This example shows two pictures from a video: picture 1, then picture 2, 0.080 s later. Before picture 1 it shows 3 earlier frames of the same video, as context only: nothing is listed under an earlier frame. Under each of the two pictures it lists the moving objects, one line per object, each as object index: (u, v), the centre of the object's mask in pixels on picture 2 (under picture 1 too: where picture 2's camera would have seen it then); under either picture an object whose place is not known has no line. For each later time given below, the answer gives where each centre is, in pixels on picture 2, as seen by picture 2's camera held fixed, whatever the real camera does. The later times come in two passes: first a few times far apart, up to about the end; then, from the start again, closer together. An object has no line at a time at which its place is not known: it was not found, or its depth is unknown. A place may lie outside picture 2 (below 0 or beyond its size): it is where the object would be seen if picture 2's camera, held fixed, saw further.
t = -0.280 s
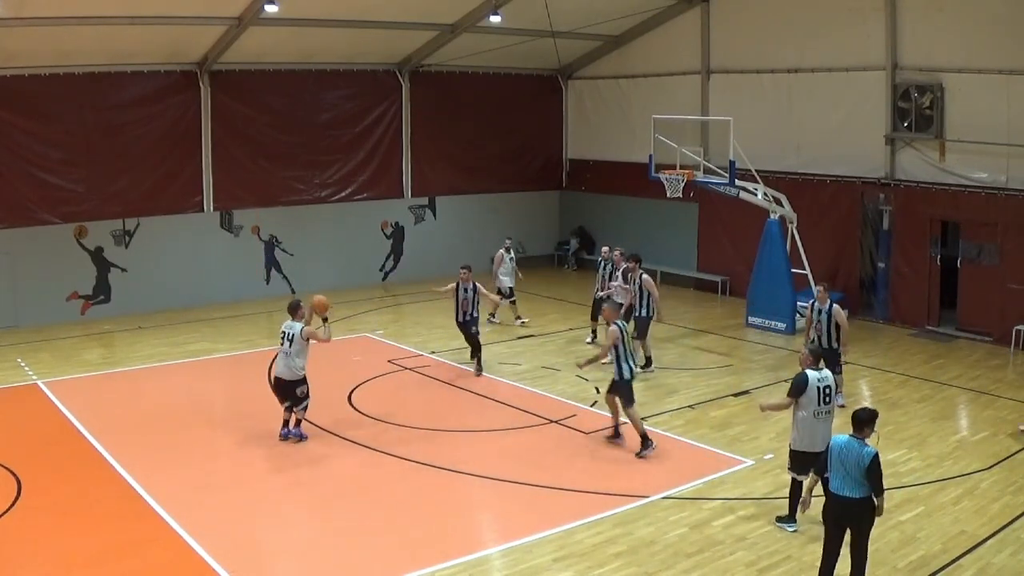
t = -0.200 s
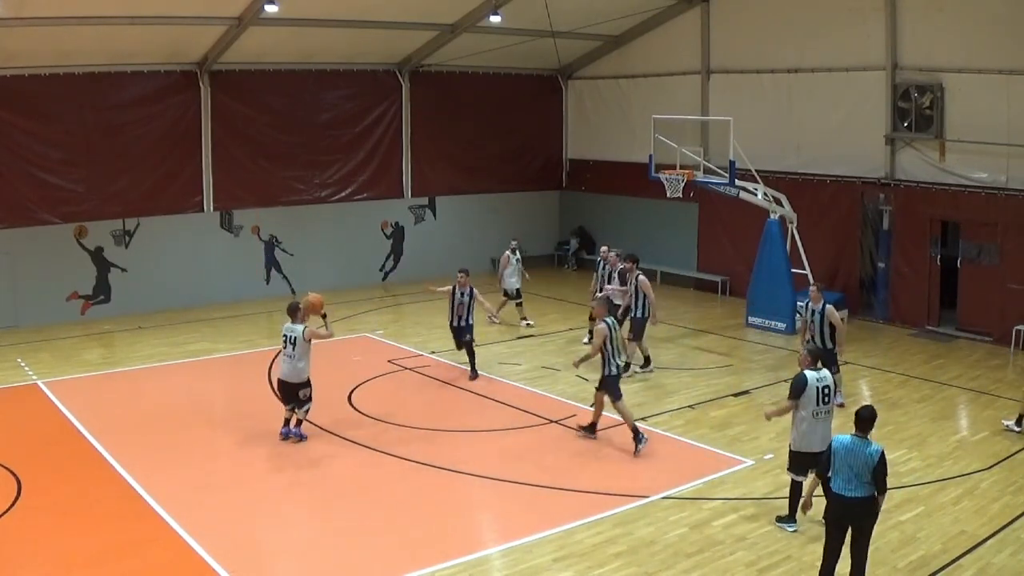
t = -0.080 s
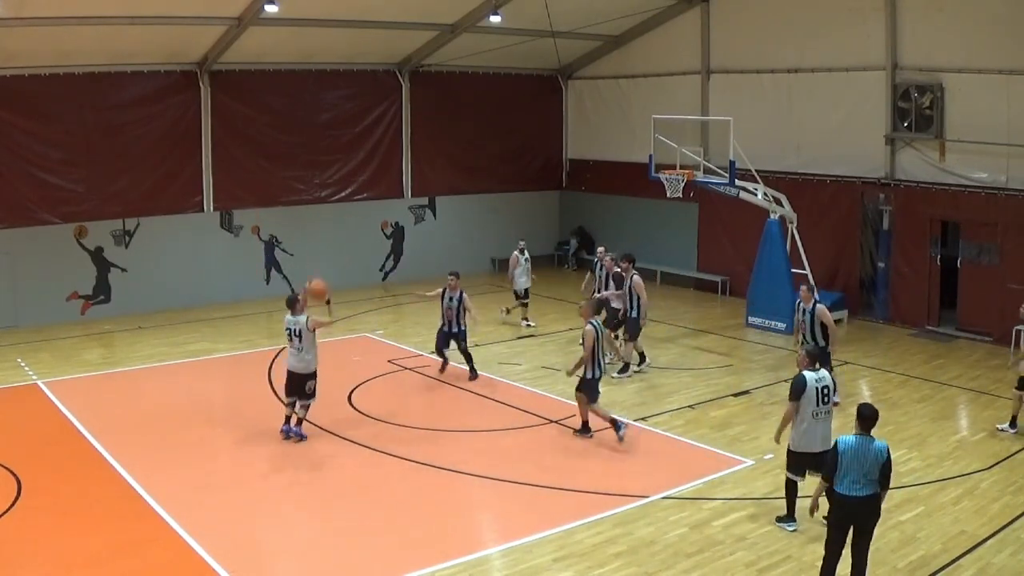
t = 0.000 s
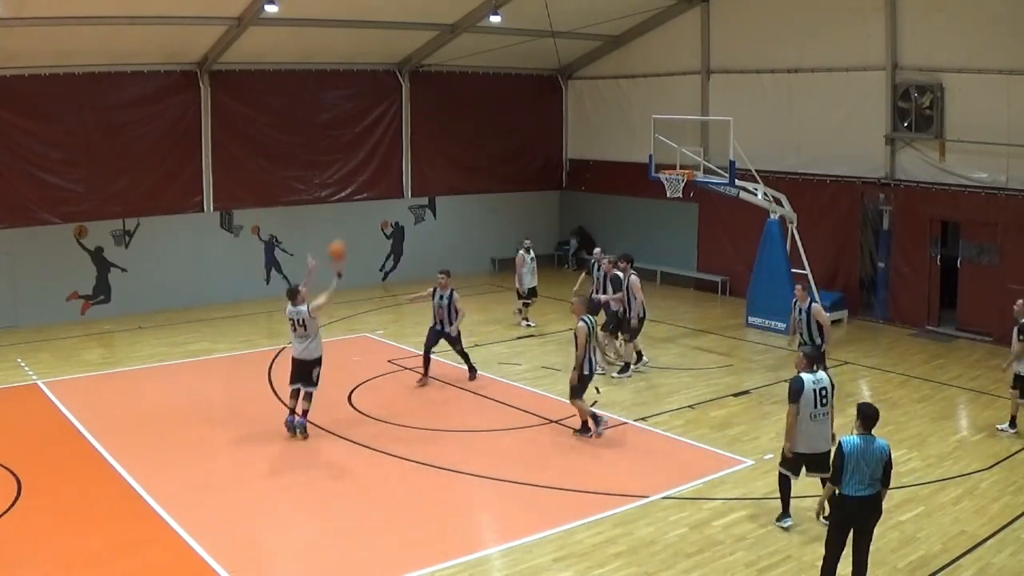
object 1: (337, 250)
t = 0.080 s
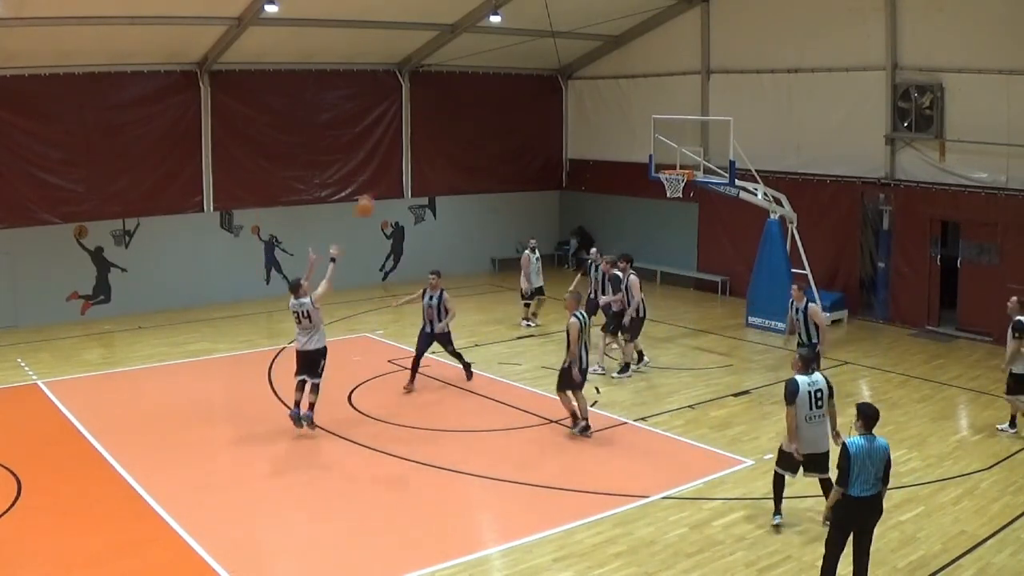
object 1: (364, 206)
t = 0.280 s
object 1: (430, 124)
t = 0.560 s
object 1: (511, 69)
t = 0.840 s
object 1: (581, 72)
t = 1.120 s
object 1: (642, 123)
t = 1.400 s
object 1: (671, 171)
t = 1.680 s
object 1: (668, 193)
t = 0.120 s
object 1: (378, 187)
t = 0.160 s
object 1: (391, 169)
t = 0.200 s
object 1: (404, 152)
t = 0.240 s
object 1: (418, 138)
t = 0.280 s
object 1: (430, 124)
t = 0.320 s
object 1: (442, 113)
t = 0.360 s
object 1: (454, 102)
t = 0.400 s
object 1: (467, 93)
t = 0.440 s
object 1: (478, 85)
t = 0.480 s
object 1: (490, 79)
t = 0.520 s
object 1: (501, 73)
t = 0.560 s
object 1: (511, 69)
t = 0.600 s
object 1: (522, 66)
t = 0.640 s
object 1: (533, 65)
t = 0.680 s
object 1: (543, 64)
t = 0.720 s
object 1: (553, 65)
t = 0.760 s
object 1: (563, 67)
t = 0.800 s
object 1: (572, 68)
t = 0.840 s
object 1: (581, 72)
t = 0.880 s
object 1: (591, 76)
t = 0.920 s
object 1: (600, 82)
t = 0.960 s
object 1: (609, 90)
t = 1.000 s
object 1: (618, 96)
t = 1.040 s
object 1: (626, 104)
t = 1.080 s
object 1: (634, 113)
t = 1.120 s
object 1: (642, 123)
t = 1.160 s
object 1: (651, 134)
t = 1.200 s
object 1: (658, 146)
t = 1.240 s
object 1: (665, 157)
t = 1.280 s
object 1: (671, 166)
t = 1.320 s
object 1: (676, 167)
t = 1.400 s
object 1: (671, 171)
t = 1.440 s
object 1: (663, 181)
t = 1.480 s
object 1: (663, 184)
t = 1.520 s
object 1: (663, 185)
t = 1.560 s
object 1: (664, 186)
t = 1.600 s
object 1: (664, 187)
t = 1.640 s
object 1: (667, 189)
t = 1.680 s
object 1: (668, 193)
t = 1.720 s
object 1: (670, 195)
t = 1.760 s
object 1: (672, 199)
